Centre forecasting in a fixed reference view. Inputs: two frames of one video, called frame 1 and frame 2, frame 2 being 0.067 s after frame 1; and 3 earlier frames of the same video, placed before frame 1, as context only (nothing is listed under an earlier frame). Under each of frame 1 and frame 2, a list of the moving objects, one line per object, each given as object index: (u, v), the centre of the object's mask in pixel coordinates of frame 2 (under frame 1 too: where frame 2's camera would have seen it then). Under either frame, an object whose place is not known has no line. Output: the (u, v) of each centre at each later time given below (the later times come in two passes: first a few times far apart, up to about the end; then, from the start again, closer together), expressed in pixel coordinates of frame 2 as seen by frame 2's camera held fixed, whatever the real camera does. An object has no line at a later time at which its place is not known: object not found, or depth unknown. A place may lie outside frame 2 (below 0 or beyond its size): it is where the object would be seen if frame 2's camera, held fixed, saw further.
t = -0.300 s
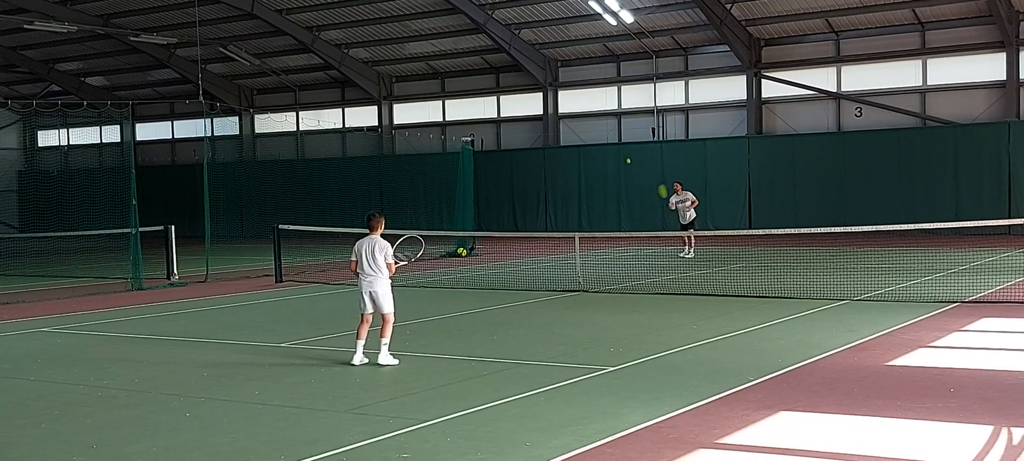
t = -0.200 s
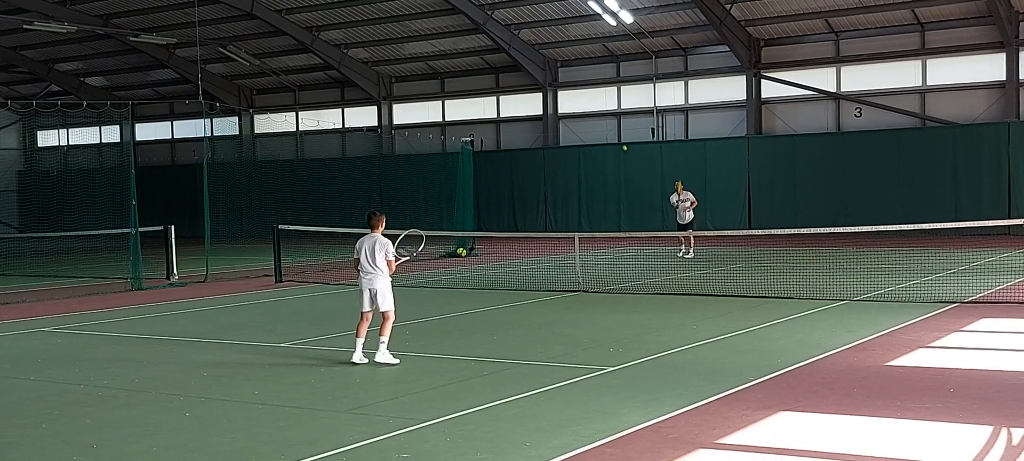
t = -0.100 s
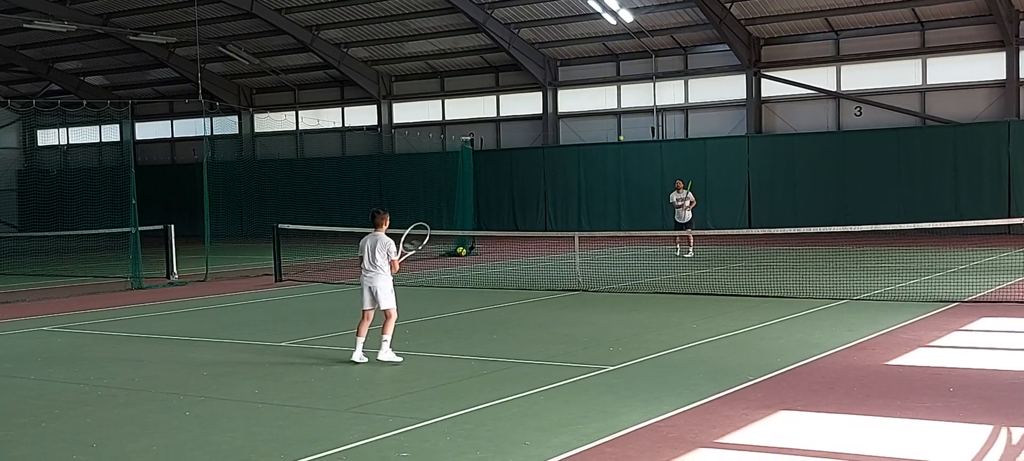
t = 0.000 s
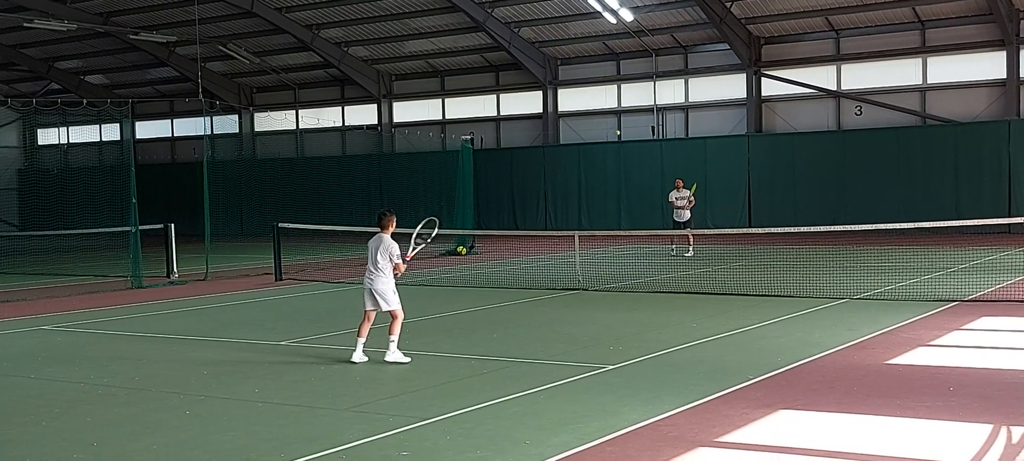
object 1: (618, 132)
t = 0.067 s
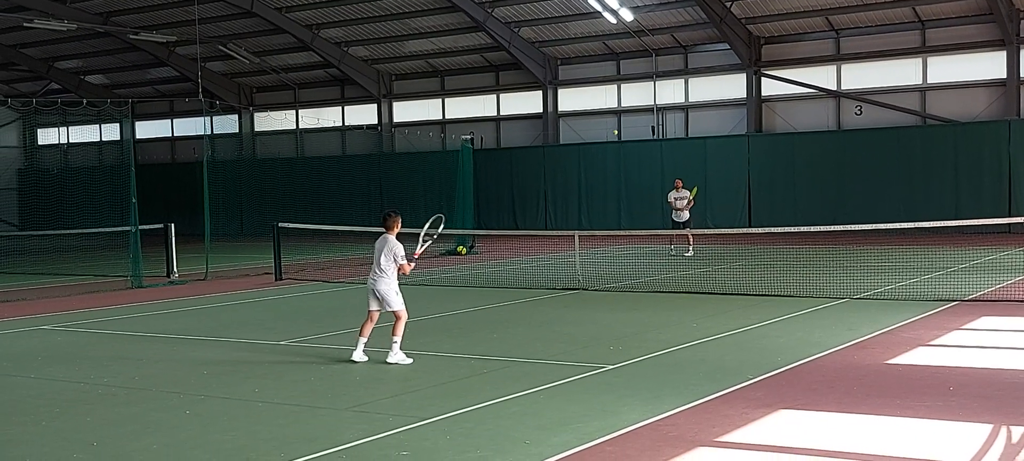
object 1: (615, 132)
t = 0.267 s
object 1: (607, 149)
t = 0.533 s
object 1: (595, 221)
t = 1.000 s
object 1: (571, 256)
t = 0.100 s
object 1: (614, 133)
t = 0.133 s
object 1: (612, 135)
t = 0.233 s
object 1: (608, 144)
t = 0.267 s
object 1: (607, 149)
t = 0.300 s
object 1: (605, 154)
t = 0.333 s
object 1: (604, 160)
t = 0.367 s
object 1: (602, 168)
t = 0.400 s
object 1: (601, 176)
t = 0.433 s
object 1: (600, 185)
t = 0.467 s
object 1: (598, 196)
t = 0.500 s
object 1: (597, 208)
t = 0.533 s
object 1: (595, 221)
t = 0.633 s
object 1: (591, 268)
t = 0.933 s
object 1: (575, 271)
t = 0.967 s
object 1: (572, 263)
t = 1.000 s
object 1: (571, 256)
